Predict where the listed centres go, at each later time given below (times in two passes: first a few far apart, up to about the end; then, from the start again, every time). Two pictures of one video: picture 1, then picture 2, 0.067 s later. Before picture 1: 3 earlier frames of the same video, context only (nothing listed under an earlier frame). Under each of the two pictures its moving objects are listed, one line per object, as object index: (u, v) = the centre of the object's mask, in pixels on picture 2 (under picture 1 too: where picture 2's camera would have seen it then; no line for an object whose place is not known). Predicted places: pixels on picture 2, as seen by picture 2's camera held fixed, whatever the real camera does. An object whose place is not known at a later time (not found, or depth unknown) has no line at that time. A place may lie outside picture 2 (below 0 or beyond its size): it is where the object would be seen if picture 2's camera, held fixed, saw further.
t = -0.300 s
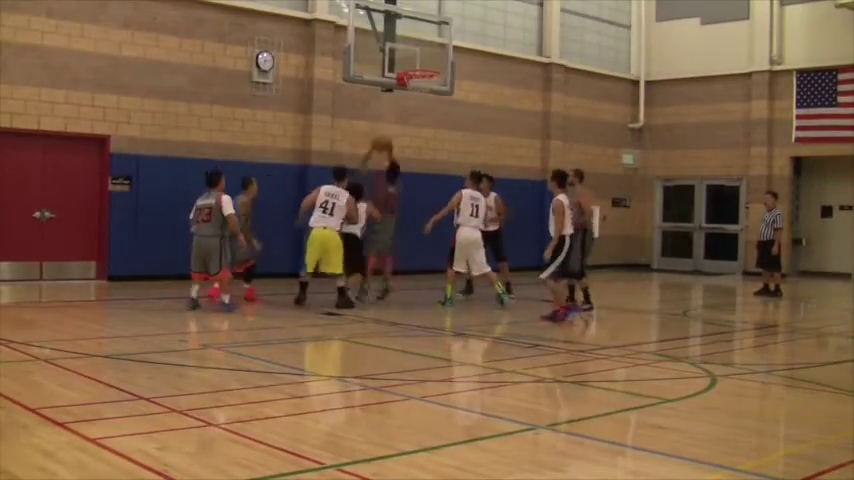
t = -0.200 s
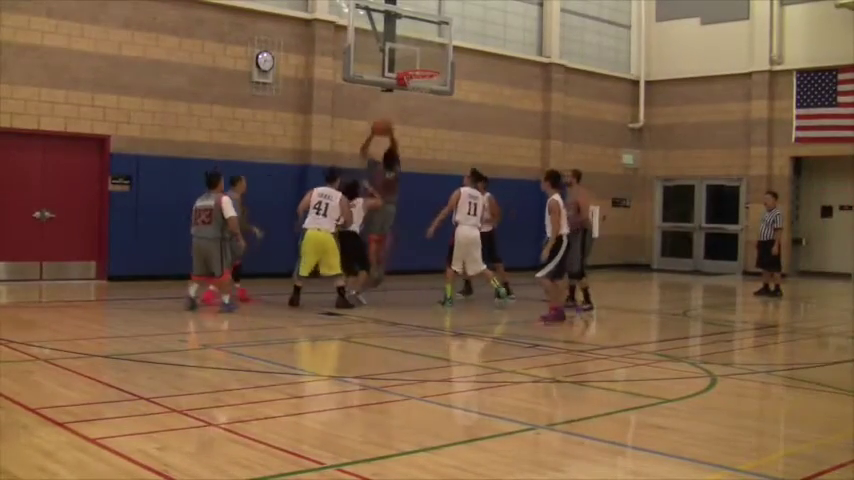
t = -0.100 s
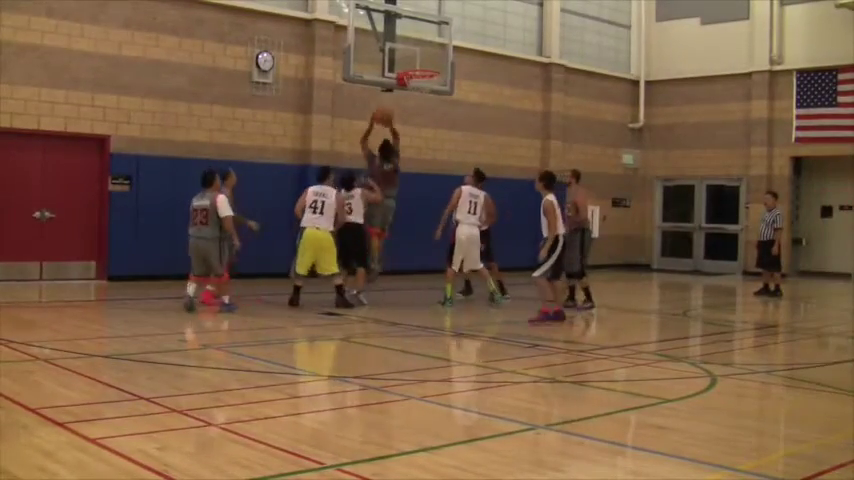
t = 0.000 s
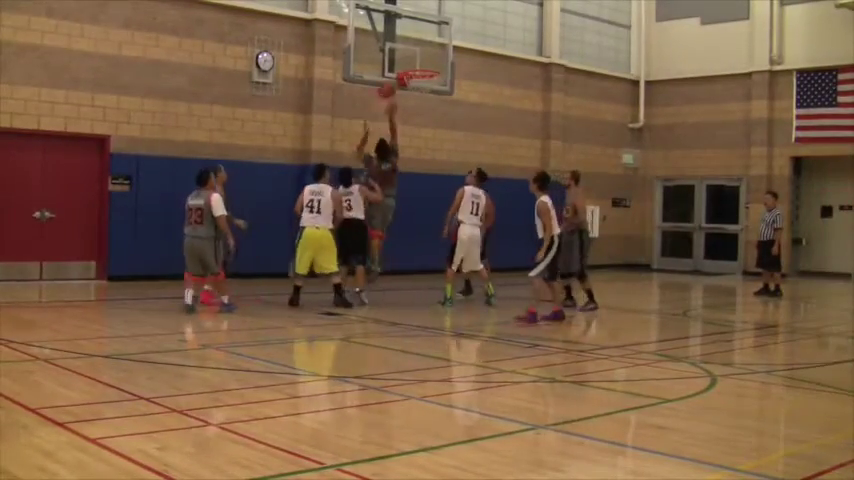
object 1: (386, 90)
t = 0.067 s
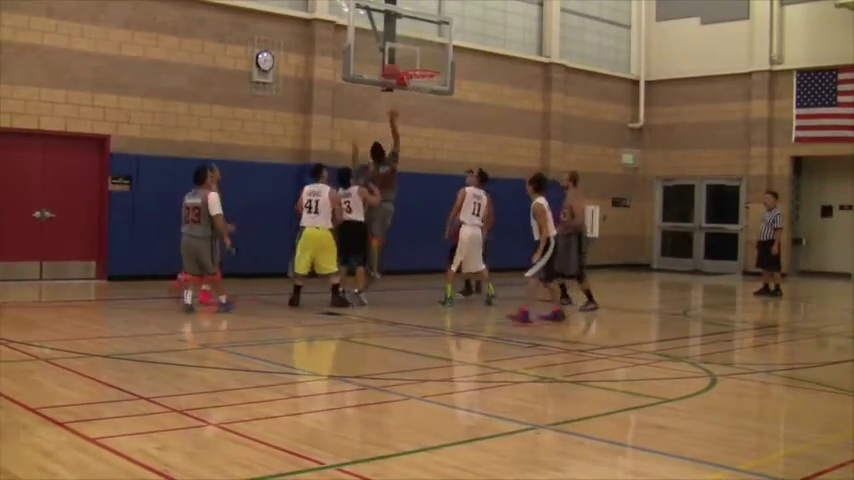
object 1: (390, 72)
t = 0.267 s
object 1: (396, 38)
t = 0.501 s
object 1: (411, 39)
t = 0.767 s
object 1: (425, 79)
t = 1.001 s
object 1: (416, 92)
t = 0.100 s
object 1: (391, 64)
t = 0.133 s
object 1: (391, 56)
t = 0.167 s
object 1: (392, 51)
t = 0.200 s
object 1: (392, 46)
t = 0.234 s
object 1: (395, 42)
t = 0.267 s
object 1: (396, 38)
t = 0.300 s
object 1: (396, 35)
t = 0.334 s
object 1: (397, 35)
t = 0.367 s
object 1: (399, 34)
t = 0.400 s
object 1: (401, 34)
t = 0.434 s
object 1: (406, 35)
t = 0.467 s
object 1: (408, 37)
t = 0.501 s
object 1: (411, 39)
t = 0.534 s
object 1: (414, 43)
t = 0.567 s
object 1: (416, 48)
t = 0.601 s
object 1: (419, 54)
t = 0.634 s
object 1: (422, 58)
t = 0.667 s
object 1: (423, 63)
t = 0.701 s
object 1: (427, 73)
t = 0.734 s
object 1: (425, 78)
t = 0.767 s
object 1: (425, 79)
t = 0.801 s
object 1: (424, 83)
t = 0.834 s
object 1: (423, 86)
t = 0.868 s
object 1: (422, 86)
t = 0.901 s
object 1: (420, 87)
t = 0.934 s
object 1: (419, 87)
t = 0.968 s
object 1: (418, 88)
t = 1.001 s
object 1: (416, 92)
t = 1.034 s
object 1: (414, 94)
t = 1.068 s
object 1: (413, 98)
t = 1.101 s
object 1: (411, 102)
